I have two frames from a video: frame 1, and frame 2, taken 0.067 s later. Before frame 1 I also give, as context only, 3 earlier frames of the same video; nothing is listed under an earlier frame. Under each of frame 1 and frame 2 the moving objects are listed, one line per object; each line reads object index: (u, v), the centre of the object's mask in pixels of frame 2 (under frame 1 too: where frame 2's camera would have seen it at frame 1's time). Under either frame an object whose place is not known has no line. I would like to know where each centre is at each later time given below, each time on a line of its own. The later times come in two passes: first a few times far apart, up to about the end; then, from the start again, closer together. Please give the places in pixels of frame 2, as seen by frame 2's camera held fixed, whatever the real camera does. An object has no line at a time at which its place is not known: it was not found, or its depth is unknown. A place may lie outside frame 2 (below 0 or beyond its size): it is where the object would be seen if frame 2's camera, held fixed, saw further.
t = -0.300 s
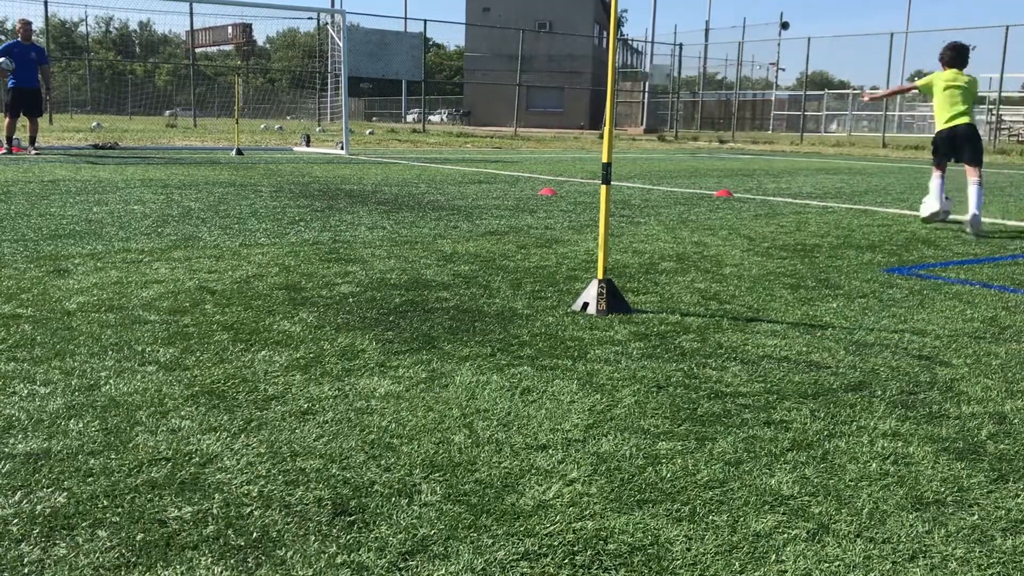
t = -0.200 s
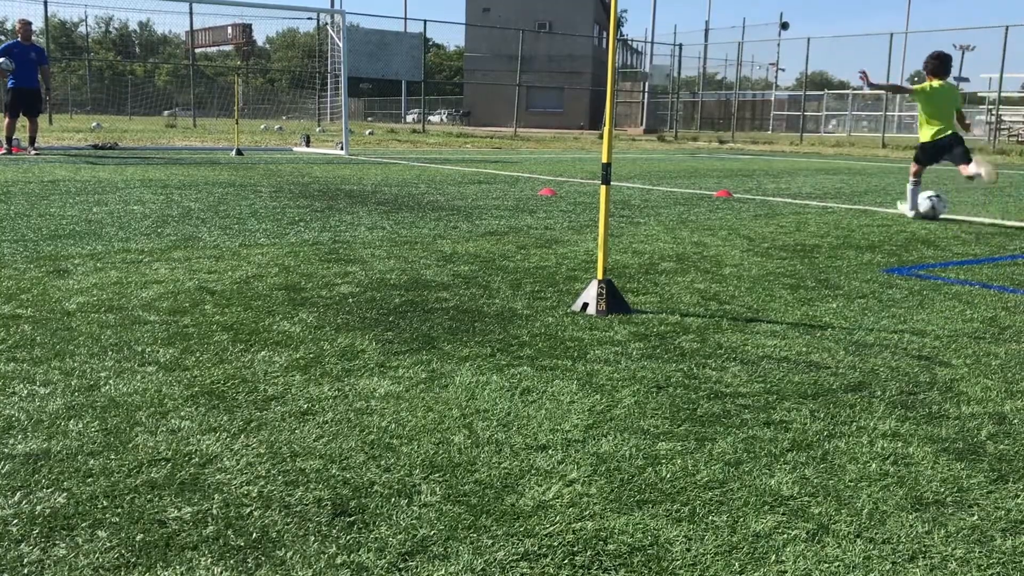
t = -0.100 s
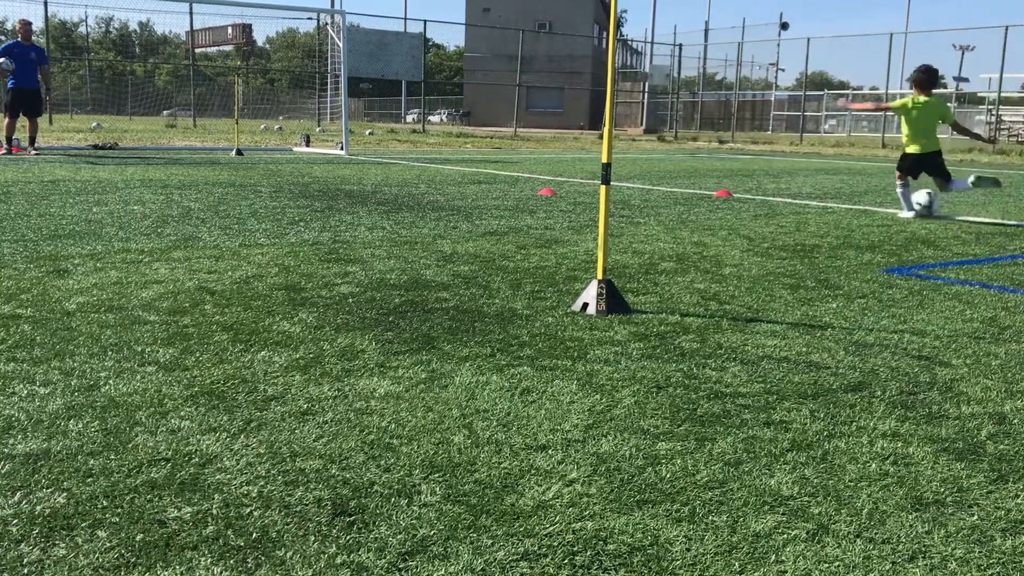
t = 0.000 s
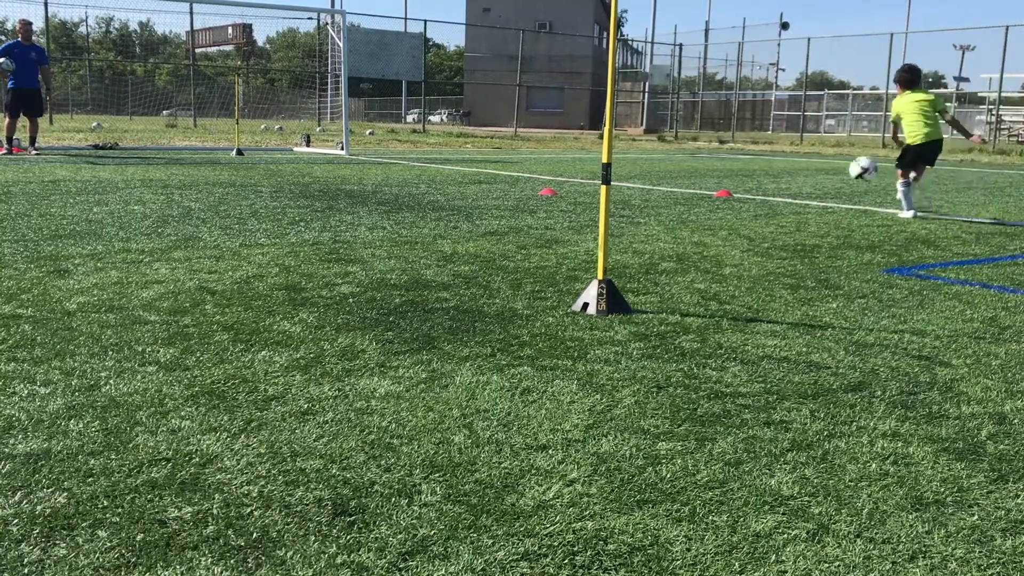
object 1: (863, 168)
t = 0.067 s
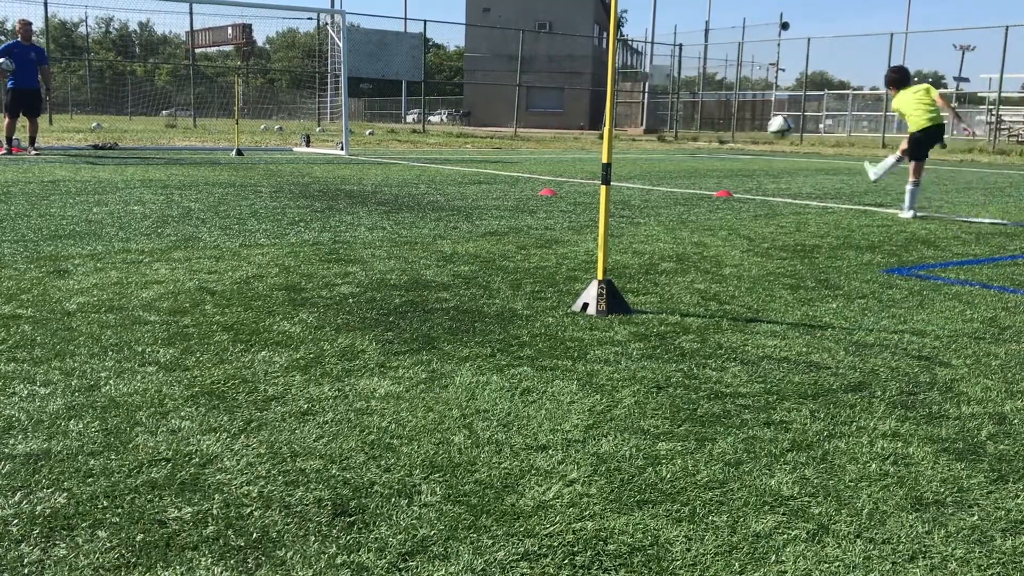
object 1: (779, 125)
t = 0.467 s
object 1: (448, 39)
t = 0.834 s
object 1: (279, 89)
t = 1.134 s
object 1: (242, 140)
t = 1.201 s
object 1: (243, 136)
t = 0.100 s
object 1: (742, 109)
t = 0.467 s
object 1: (448, 39)
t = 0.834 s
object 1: (279, 89)
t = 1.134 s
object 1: (242, 140)
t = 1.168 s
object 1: (243, 139)
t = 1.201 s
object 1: (243, 136)
